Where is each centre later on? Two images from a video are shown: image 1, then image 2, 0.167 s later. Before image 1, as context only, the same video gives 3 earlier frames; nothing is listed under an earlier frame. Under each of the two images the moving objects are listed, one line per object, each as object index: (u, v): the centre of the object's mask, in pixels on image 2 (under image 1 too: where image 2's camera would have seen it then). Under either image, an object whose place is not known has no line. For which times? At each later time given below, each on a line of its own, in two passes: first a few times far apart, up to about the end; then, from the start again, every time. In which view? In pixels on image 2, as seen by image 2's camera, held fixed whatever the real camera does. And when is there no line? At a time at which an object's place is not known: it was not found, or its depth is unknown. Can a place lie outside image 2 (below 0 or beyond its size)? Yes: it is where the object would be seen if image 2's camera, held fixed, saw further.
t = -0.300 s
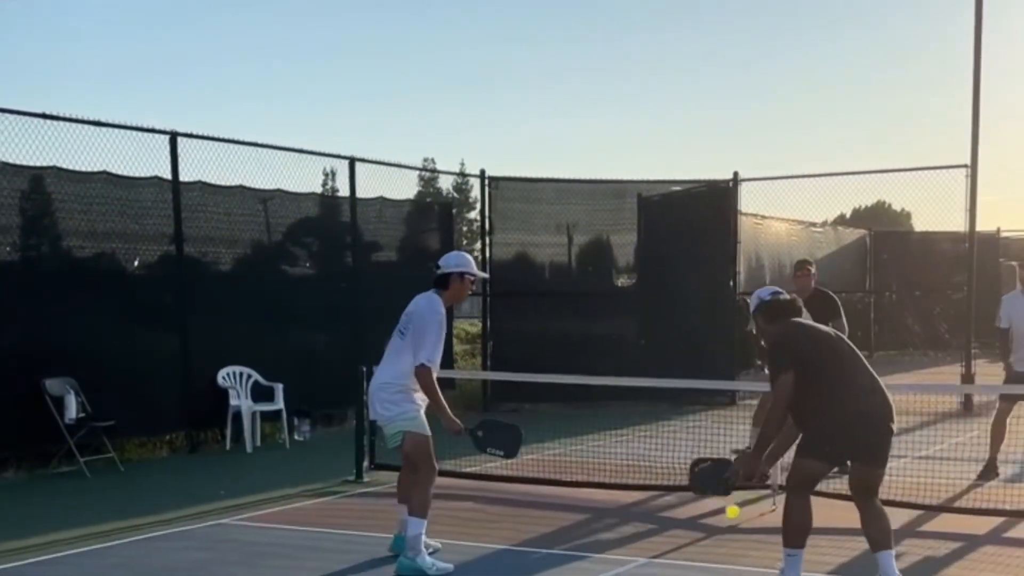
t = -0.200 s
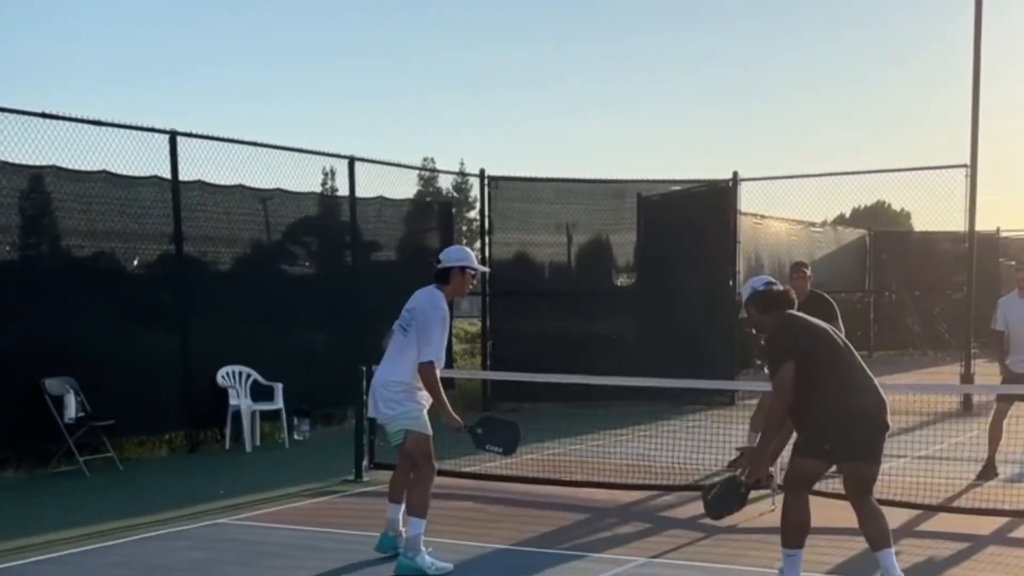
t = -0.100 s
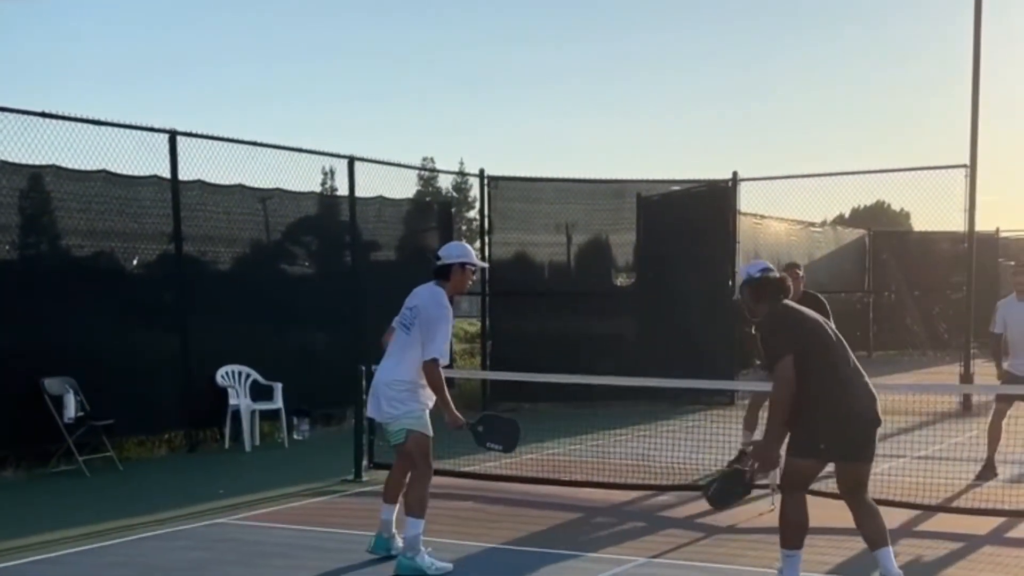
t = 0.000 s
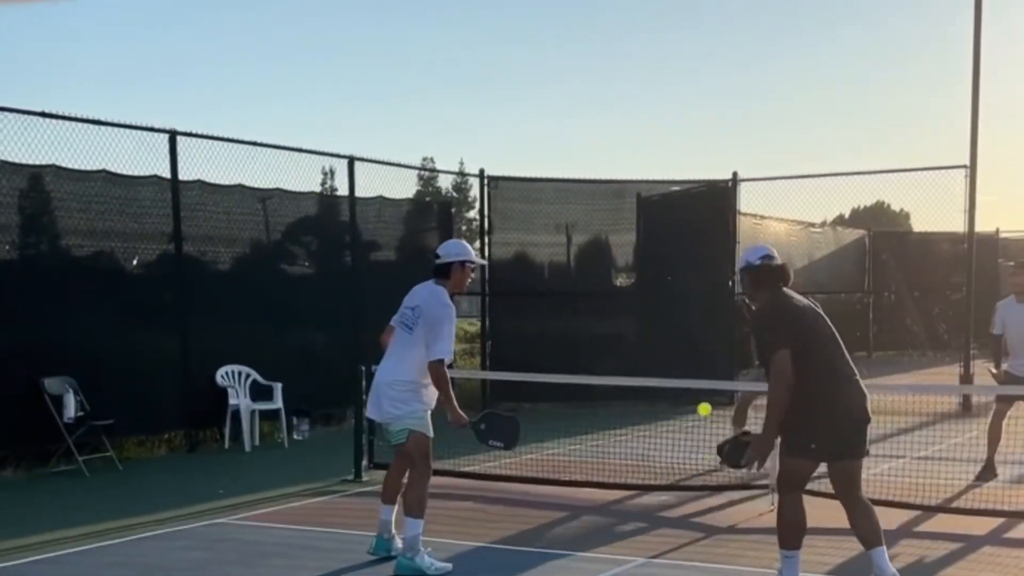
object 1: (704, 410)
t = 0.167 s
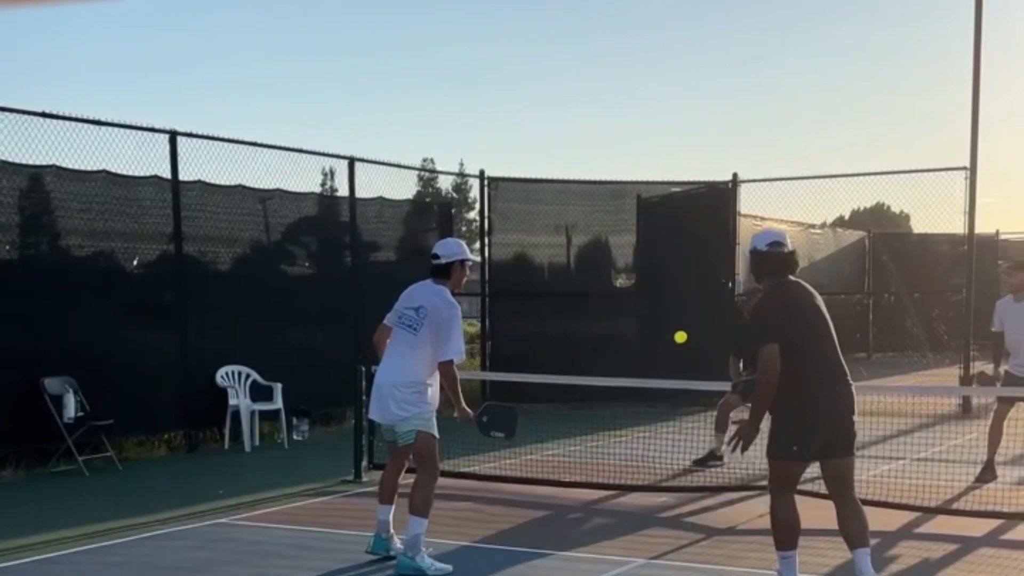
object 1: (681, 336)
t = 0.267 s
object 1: (668, 319)
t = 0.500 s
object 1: (642, 333)
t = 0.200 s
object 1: (676, 329)
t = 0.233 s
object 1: (672, 323)
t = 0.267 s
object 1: (668, 319)
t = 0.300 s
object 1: (664, 316)
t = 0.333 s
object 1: (660, 316)
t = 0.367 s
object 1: (656, 317)
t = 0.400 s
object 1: (653, 319)
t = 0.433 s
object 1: (649, 323)
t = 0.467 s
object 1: (646, 327)
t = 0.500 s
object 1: (642, 333)
